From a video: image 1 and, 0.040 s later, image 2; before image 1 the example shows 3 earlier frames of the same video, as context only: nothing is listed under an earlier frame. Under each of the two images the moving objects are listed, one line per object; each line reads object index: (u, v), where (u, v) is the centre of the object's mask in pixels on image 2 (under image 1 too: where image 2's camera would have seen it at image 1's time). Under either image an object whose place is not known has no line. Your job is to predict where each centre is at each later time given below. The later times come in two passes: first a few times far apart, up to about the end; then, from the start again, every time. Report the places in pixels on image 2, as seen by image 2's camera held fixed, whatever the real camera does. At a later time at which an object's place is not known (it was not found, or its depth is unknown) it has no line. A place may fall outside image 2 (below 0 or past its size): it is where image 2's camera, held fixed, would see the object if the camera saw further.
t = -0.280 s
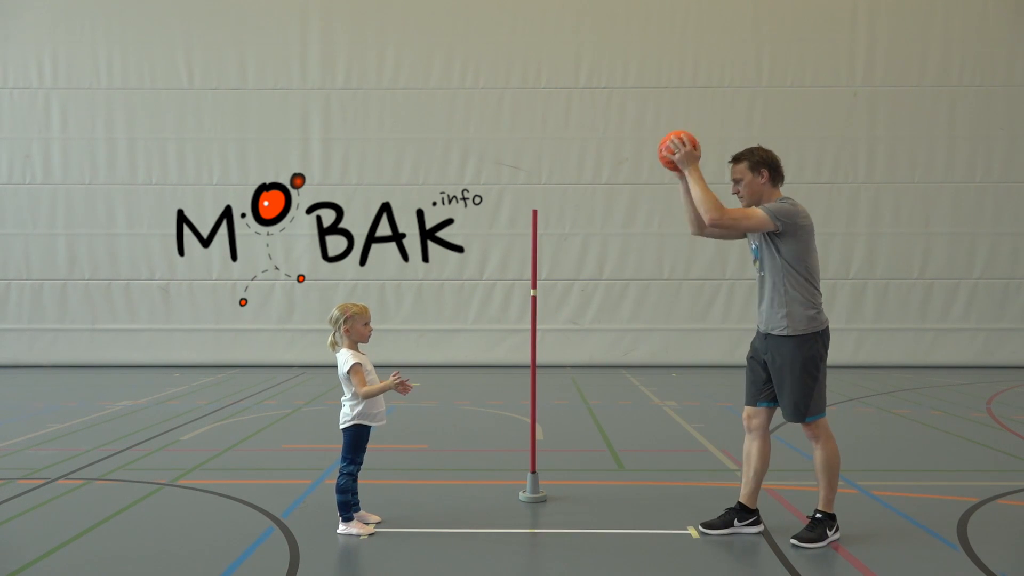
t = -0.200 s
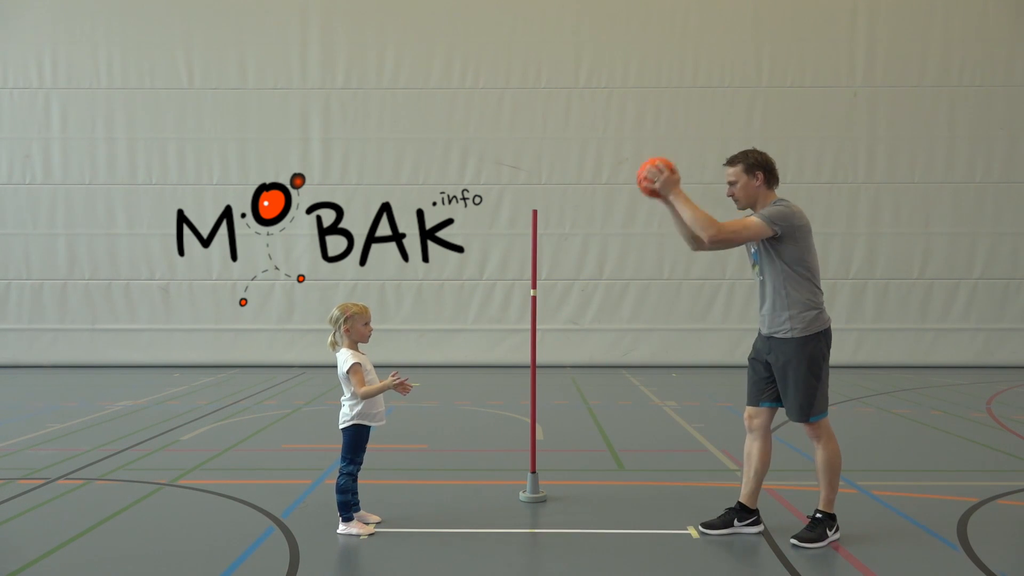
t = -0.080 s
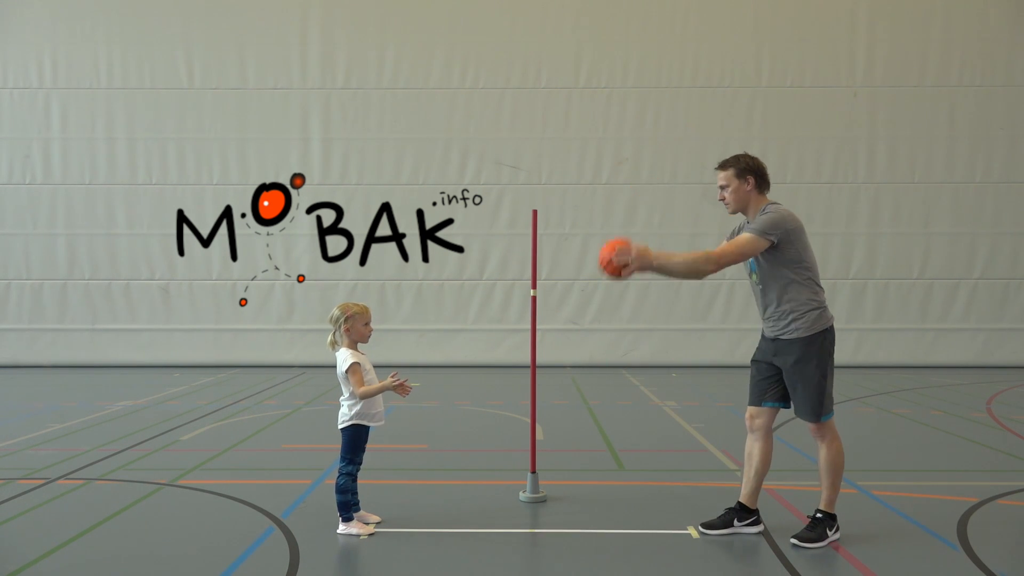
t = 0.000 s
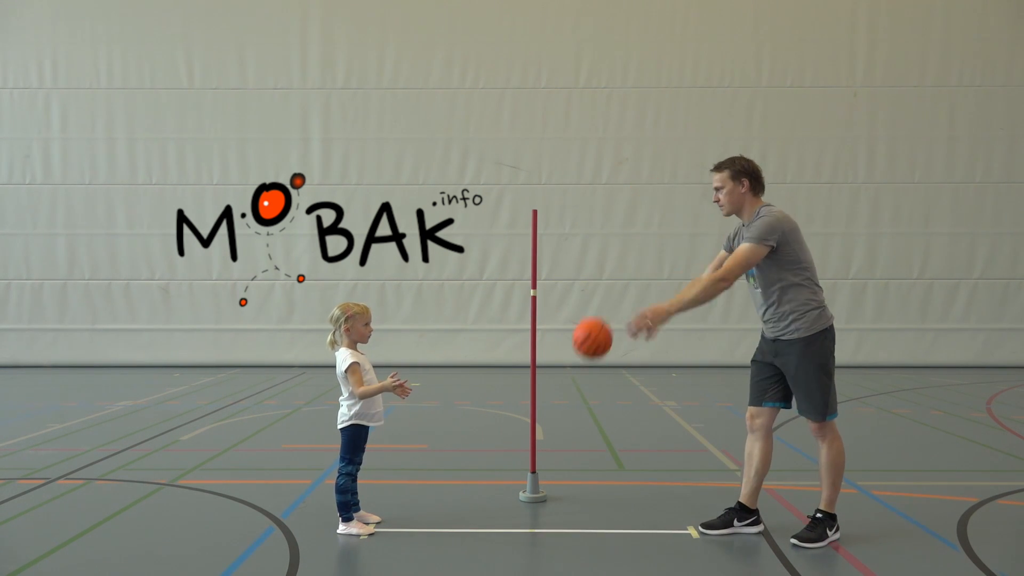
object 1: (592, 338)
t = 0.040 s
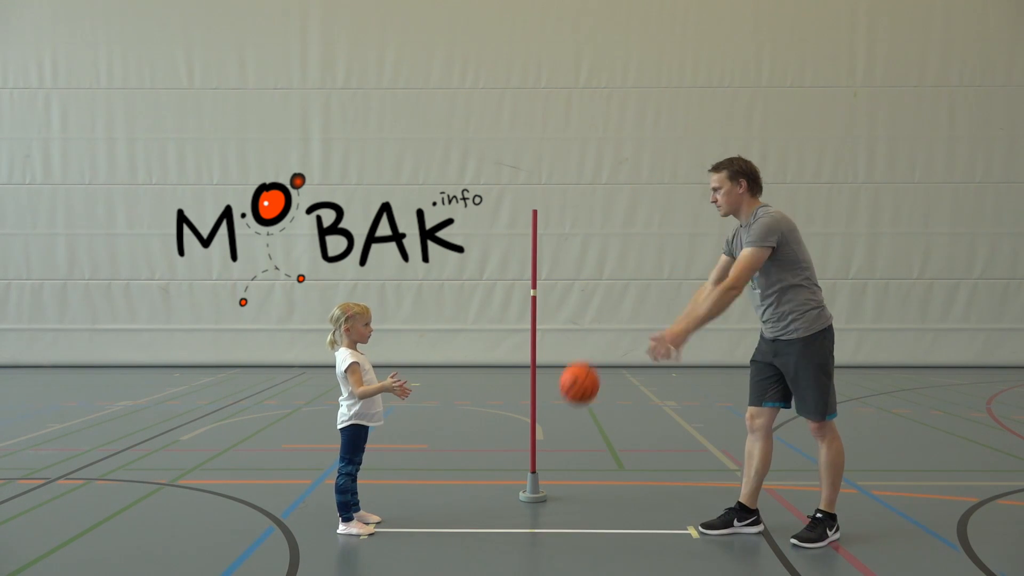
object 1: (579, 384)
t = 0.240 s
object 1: (531, 416)
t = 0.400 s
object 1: (505, 290)
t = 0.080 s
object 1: (566, 432)
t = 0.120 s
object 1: (554, 483)
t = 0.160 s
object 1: (543, 499)
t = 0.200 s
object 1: (537, 456)
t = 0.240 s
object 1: (531, 416)
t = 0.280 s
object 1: (524, 379)
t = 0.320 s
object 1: (518, 346)
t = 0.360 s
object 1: (511, 317)
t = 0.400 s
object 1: (505, 290)
